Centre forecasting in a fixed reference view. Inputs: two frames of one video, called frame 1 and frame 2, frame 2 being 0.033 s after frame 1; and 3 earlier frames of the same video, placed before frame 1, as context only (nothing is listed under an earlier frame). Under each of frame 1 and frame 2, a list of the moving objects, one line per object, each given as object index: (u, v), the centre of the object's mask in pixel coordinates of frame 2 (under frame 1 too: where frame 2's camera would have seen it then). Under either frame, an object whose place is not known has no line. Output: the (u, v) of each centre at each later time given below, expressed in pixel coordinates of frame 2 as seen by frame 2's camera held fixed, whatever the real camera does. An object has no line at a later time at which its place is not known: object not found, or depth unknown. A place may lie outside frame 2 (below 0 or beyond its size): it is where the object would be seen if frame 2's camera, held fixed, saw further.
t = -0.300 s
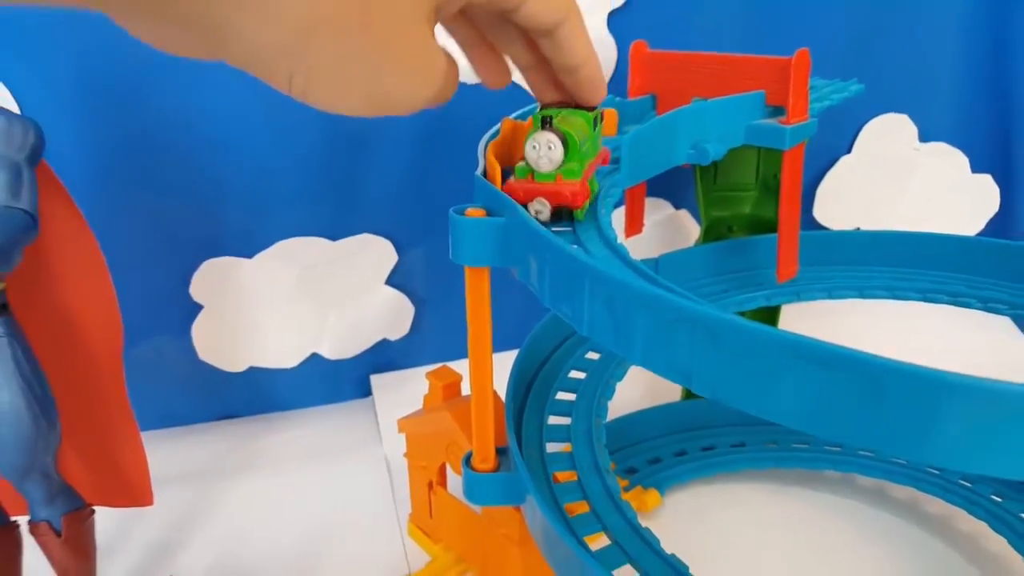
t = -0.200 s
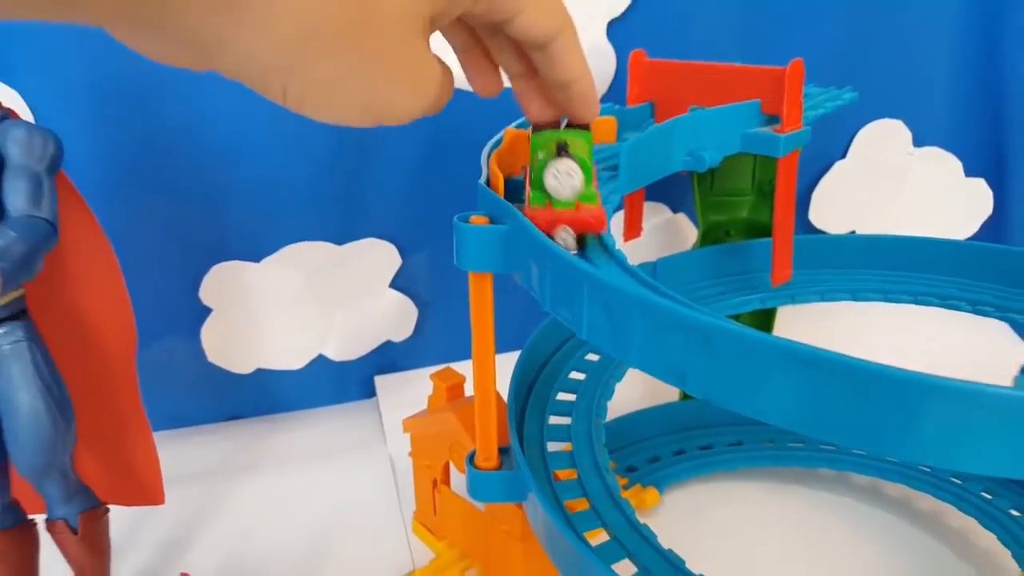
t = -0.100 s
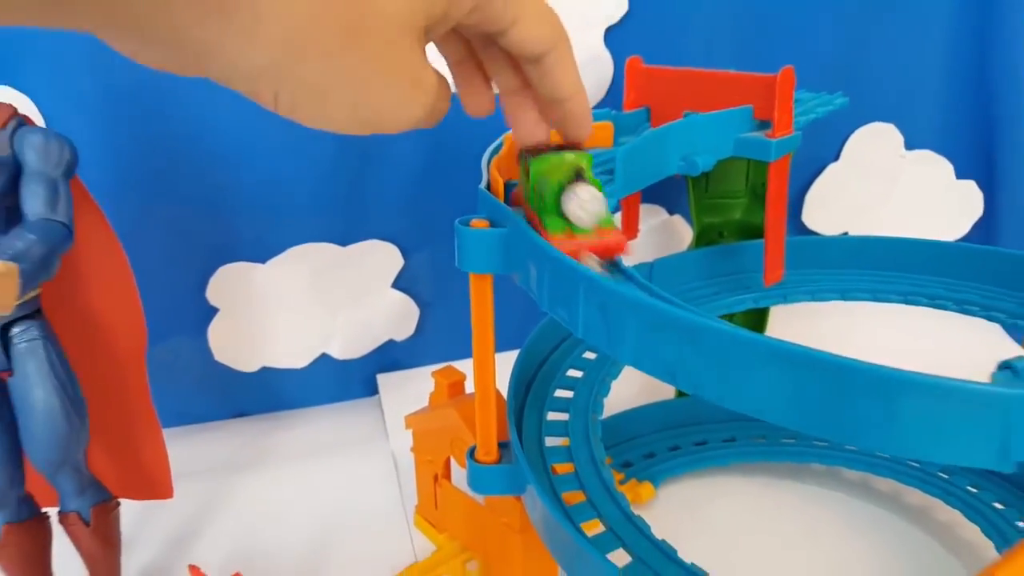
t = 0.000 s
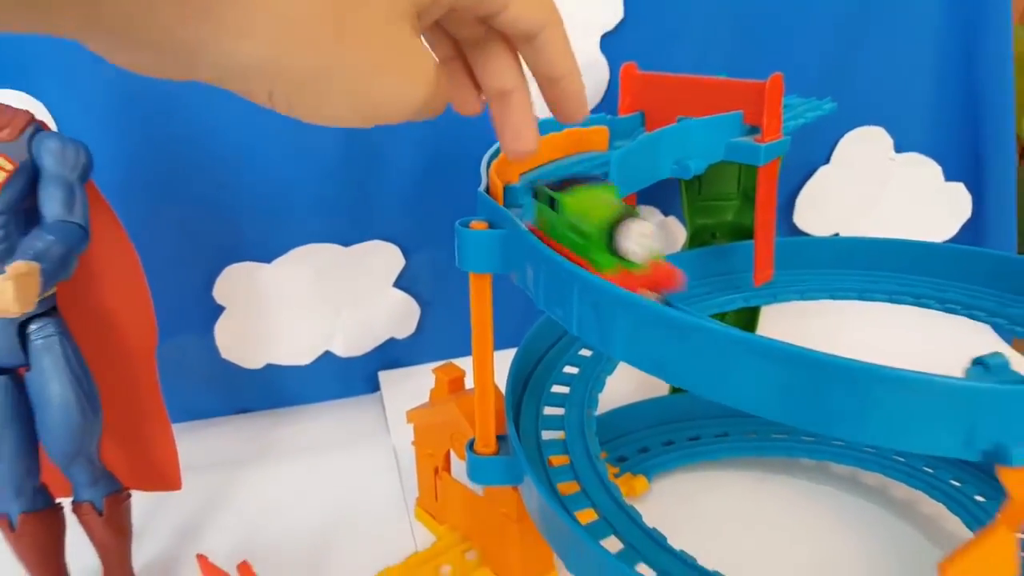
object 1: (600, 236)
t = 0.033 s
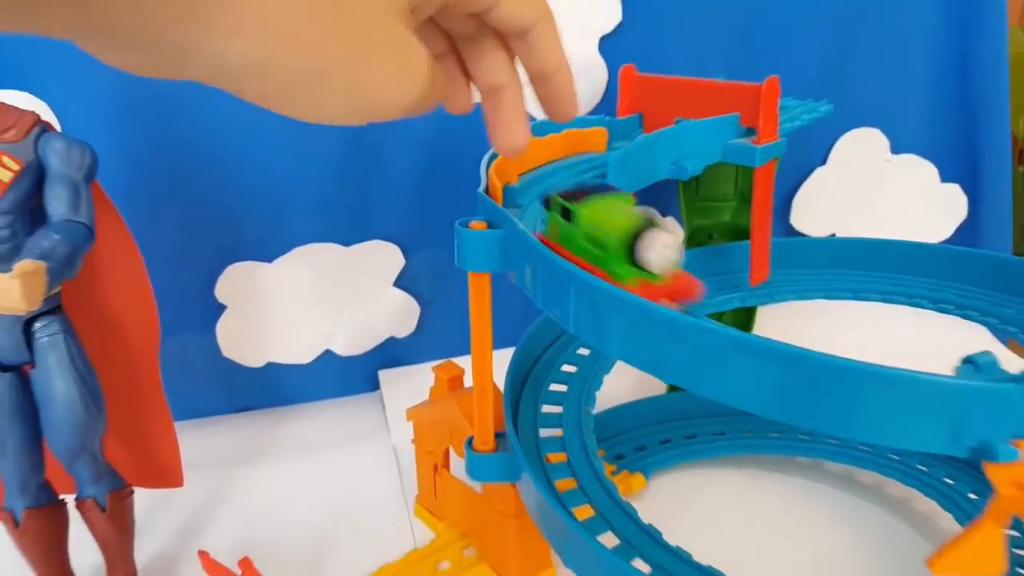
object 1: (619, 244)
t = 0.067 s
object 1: (640, 253)
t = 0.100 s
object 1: (660, 263)
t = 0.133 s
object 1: (681, 270)
